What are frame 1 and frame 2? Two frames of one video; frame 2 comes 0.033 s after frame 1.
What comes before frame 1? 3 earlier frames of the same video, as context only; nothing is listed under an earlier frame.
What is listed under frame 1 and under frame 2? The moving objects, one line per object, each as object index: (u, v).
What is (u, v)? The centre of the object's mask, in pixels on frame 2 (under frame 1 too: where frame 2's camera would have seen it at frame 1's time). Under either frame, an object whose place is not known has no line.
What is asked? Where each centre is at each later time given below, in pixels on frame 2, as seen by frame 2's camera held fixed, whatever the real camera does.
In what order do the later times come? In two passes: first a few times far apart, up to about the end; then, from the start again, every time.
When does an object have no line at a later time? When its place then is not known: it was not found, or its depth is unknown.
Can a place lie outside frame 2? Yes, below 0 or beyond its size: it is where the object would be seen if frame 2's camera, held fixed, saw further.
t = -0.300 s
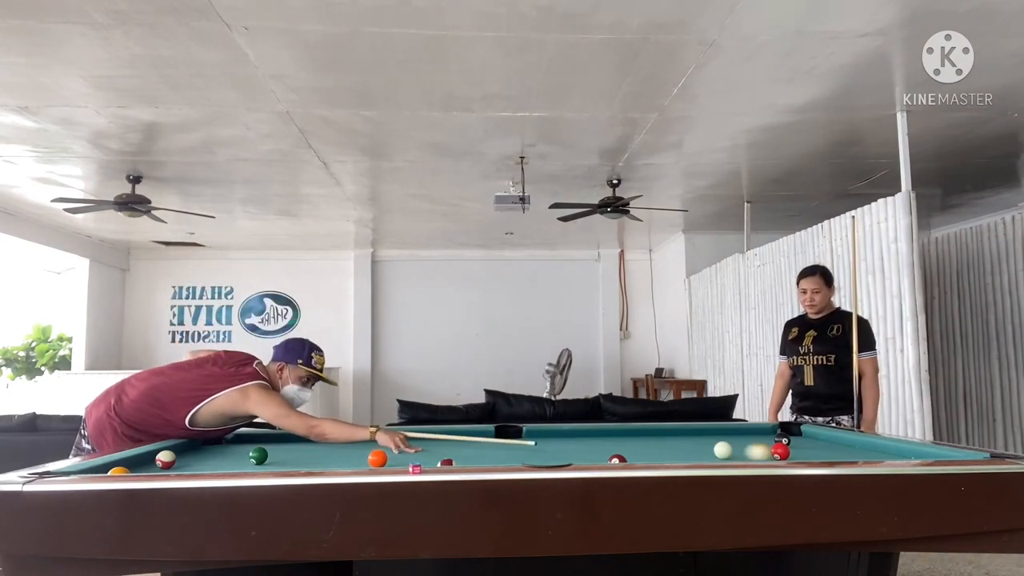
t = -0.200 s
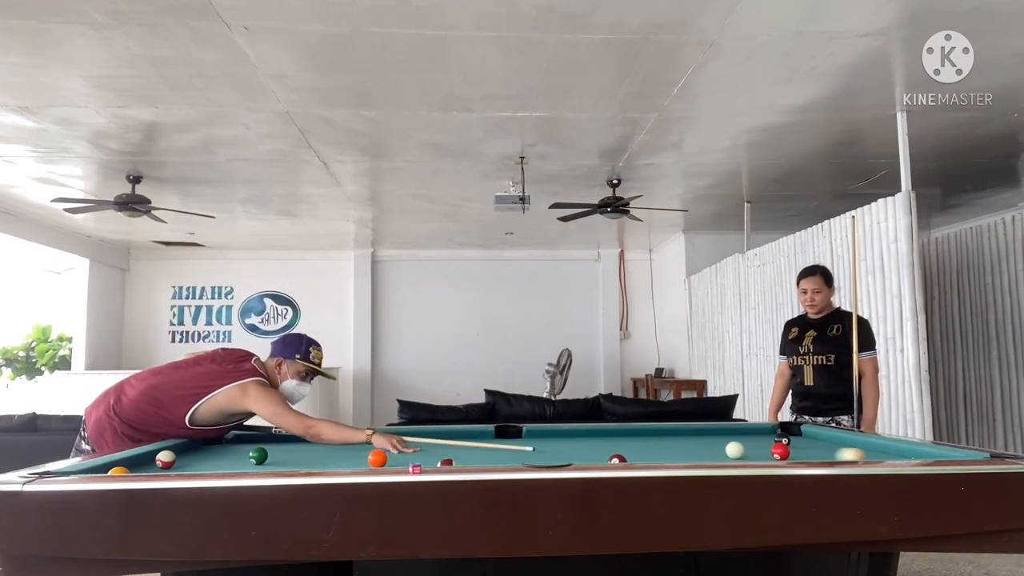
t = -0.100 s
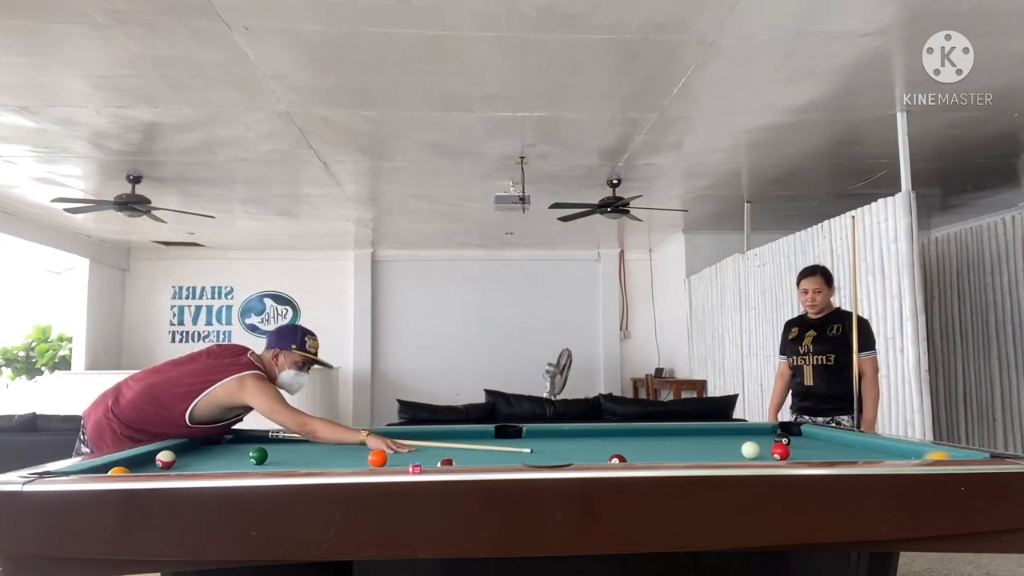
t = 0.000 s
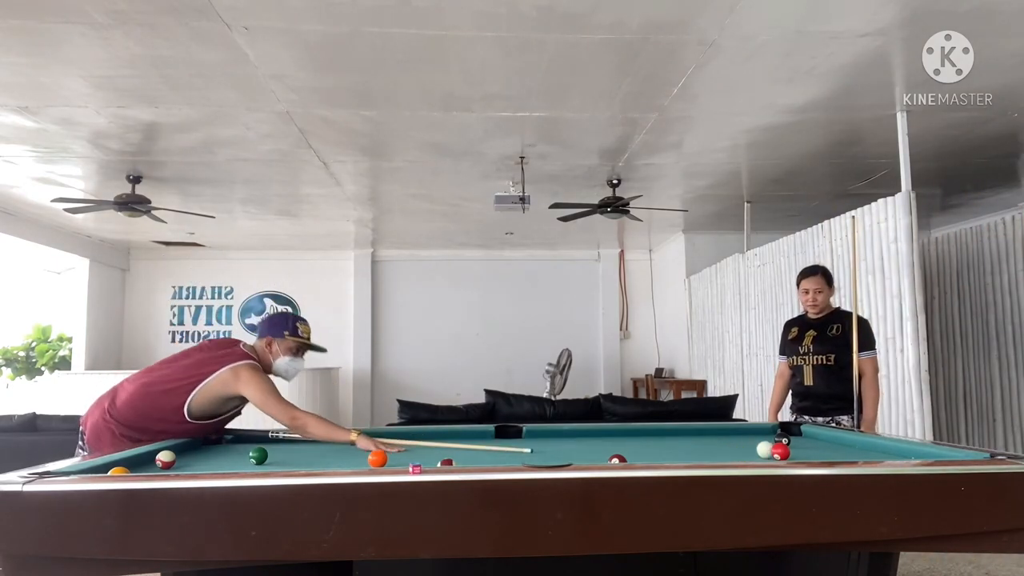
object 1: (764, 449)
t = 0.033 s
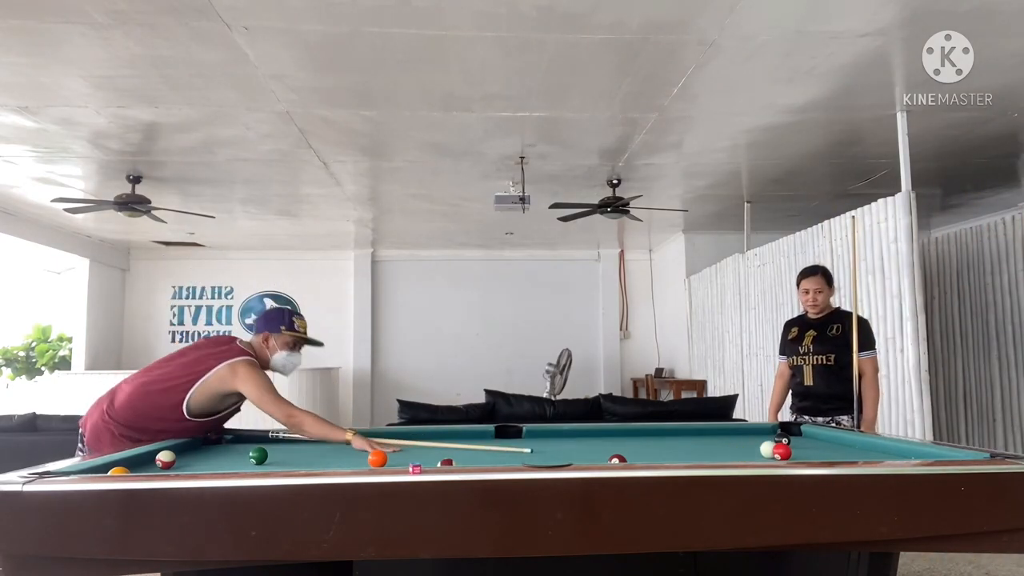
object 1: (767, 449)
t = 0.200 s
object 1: (792, 443)
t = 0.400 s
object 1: (809, 447)
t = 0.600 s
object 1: (826, 446)
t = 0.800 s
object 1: (844, 445)
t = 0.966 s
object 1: (856, 444)
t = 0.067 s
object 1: (770, 448)
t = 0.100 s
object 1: (772, 447)
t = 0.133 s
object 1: (779, 444)
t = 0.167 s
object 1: (785, 442)
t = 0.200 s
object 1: (792, 443)
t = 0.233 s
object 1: (796, 444)
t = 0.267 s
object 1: (799, 445)
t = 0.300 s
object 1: (802, 446)
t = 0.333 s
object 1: (804, 446)
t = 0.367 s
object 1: (807, 446)
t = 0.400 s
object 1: (809, 447)
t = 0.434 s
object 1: (812, 447)
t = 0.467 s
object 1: (814, 447)
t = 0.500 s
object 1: (818, 446)
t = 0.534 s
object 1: (820, 446)
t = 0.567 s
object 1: (823, 446)
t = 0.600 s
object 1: (826, 446)
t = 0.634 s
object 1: (828, 446)
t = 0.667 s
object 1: (831, 446)
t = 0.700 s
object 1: (834, 445)
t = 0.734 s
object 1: (839, 445)
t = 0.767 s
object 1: (842, 445)
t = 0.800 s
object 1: (844, 445)
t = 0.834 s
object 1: (847, 445)
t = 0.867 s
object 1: (849, 445)
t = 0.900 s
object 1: (852, 444)
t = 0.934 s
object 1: (854, 444)
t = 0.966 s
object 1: (856, 444)
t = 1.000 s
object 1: (859, 444)
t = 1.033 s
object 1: (861, 444)
